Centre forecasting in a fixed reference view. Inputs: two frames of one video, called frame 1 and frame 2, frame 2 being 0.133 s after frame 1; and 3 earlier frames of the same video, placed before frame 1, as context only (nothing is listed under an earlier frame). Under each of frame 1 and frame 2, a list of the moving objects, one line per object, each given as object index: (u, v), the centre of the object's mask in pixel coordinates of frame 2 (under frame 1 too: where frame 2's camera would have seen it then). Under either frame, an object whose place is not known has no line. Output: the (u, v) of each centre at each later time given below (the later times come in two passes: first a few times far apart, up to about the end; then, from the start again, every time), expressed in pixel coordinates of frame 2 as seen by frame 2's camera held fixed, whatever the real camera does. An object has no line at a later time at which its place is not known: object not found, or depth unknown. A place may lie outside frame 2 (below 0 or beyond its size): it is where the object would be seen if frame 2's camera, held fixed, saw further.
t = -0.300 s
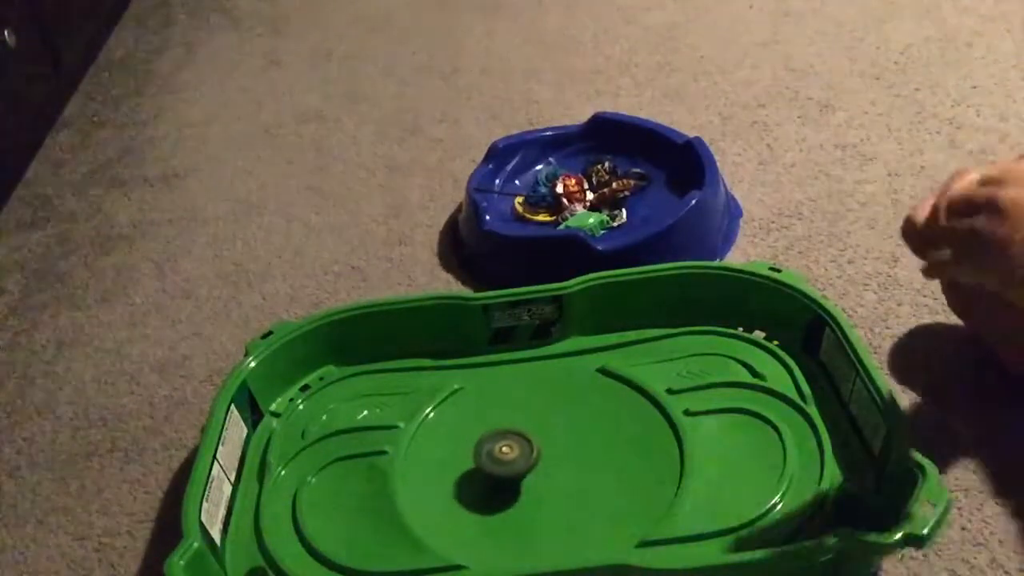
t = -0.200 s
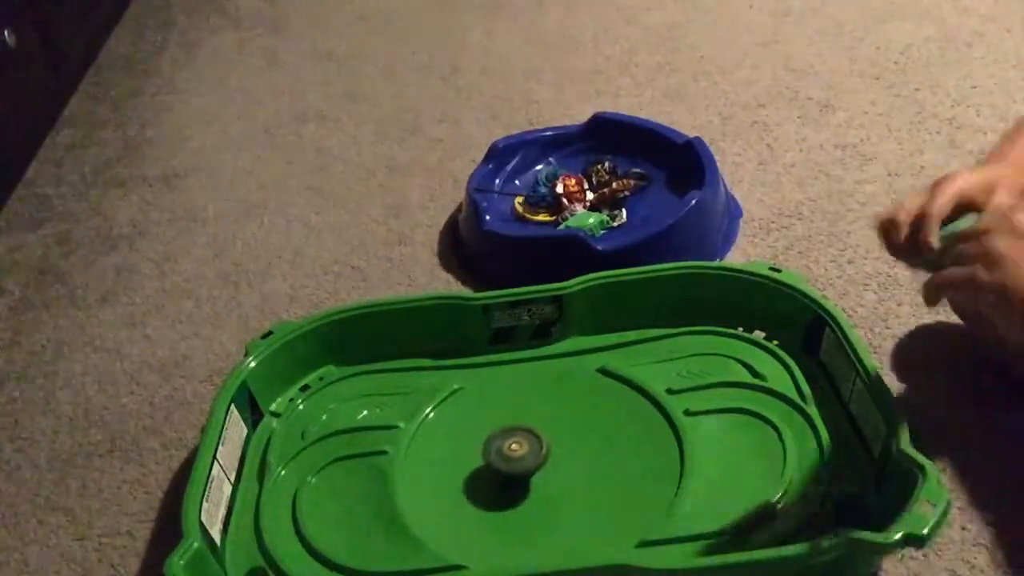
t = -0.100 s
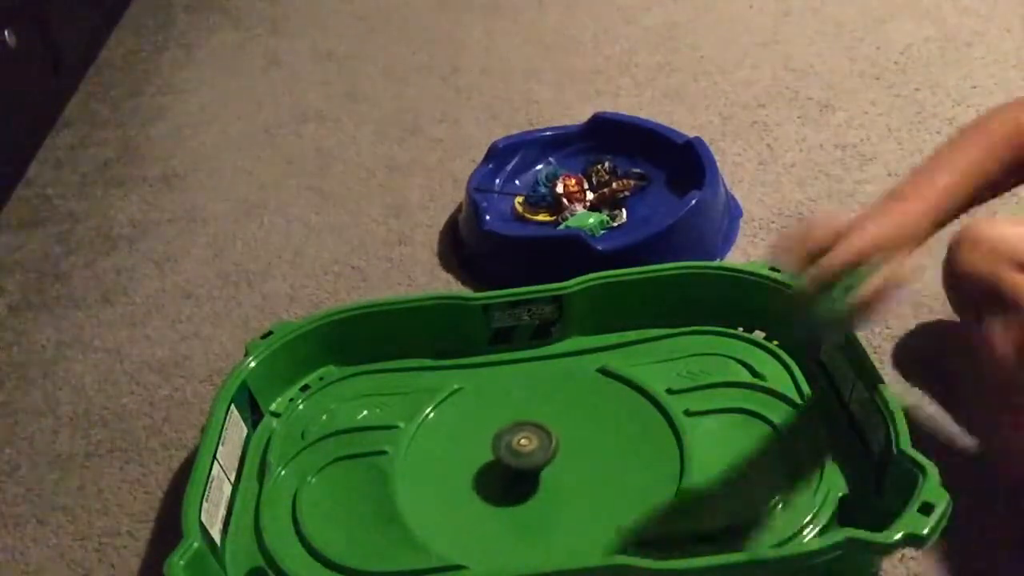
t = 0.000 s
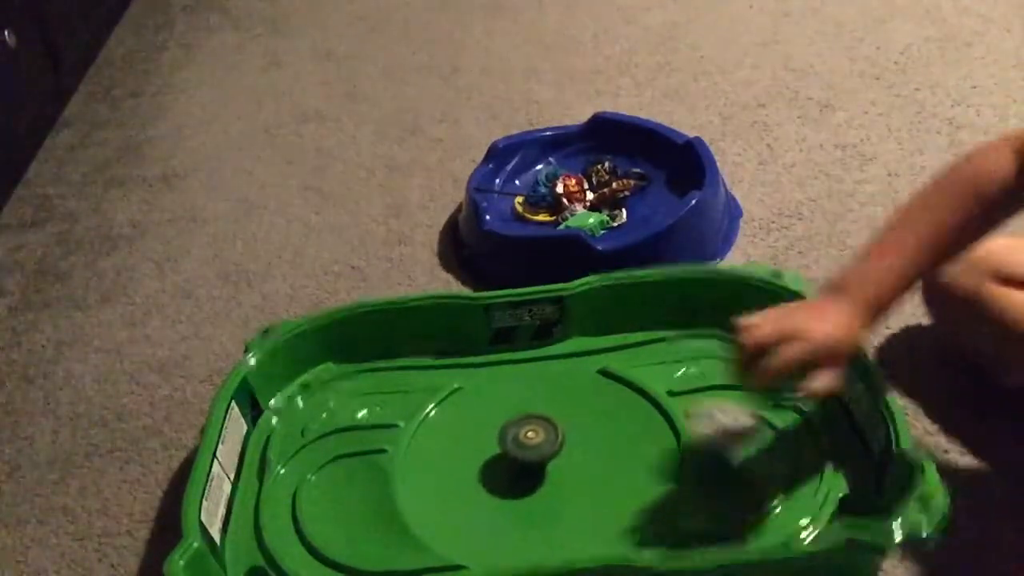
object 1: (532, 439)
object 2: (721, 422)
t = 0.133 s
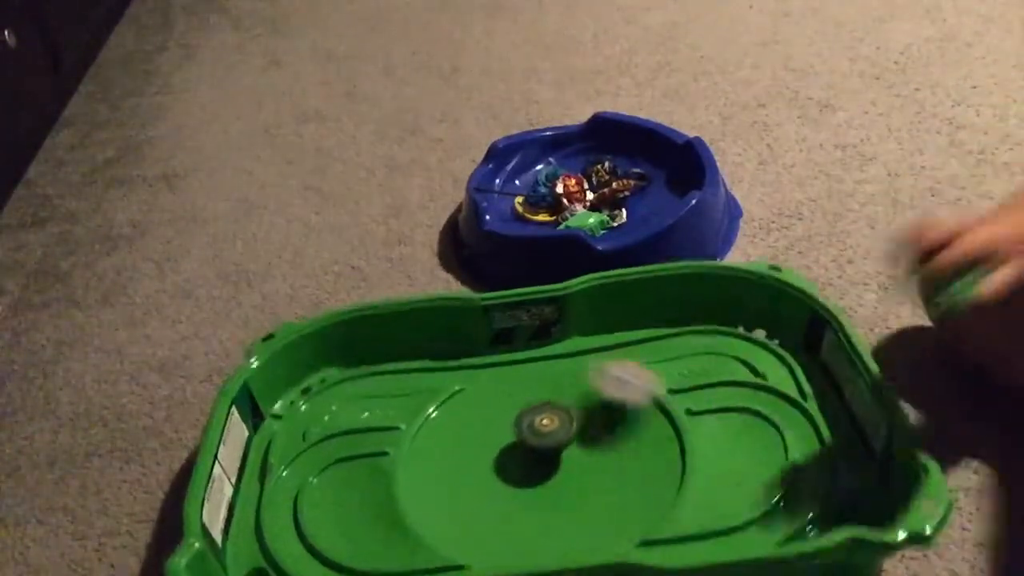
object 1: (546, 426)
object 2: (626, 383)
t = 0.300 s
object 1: (551, 407)
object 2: (448, 340)
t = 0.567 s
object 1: (520, 401)
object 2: (265, 414)
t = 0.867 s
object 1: (519, 444)
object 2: (326, 548)
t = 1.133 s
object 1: (576, 462)
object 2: (634, 512)
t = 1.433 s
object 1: (597, 422)
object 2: (793, 393)
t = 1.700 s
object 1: (536, 419)
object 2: (806, 416)
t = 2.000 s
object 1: (501, 462)
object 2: (695, 379)
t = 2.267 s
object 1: (544, 475)
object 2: (553, 422)
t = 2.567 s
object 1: (597, 487)
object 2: (444, 445)
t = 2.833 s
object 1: (574, 446)
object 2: (516, 485)
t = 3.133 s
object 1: (535, 384)
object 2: (545, 460)
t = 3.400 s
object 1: (471, 386)
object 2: (535, 436)
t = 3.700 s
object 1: (464, 435)
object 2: (579, 450)
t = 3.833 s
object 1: (505, 454)
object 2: (590, 440)
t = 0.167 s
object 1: (550, 421)
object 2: (593, 372)
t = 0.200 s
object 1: (551, 417)
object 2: (560, 359)
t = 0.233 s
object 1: (553, 414)
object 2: (521, 344)
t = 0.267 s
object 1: (552, 410)
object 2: (486, 338)
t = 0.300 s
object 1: (551, 407)
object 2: (448, 340)
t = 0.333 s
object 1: (548, 404)
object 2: (411, 341)
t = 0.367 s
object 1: (544, 401)
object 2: (379, 342)
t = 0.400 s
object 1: (538, 399)
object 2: (346, 348)
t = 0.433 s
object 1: (534, 399)
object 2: (319, 358)
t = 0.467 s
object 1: (530, 398)
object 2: (294, 375)
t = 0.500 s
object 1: (526, 399)
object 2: (278, 391)
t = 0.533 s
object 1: (523, 400)
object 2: (269, 405)
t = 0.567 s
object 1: (520, 401)
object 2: (265, 414)
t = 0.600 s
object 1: (517, 403)
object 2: (264, 426)
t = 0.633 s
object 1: (513, 406)
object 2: (265, 436)
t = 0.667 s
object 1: (510, 410)
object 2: (269, 452)
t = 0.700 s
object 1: (508, 417)
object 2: (275, 470)
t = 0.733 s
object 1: (507, 423)
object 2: (276, 490)
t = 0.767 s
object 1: (507, 429)
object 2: (277, 510)
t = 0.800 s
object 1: (510, 435)
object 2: (285, 525)
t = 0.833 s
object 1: (514, 440)
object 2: (303, 539)
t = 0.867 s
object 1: (519, 444)
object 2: (326, 548)
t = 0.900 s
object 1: (524, 450)
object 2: (358, 553)
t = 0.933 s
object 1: (529, 454)
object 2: (388, 553)
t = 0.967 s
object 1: (537, 457)
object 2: (432, 552)
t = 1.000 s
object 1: (545, 459)
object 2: (472, 549)
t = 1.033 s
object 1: (553, 461)
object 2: (507, 544)
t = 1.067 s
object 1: (560, 462)
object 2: (548, 538)
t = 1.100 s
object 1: (568, 462)
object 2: (597, 529)
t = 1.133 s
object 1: (576, 462)
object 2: (634, 512)
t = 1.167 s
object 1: (583, 459)
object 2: (661, 483)
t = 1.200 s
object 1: (590, 456)
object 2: (683, 453)
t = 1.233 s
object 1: (596, 451)
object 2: (698, 427)
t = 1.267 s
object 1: (600, 446)
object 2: (716, 401)
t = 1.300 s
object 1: (601, 441)
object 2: (738, 380)
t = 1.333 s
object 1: (602, 436)
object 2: (759, 373)
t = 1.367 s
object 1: (602, 431)
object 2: (779, 374)
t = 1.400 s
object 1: (600, 425)
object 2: (786, 381)
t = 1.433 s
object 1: (597, 422)
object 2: (793, 393)
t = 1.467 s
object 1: (591, 418)
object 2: (803, 397)
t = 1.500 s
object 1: (584, 415)
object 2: (806, 402)
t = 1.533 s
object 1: (576, 414)
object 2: (805, 409)
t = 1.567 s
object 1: (568, 413)
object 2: (807, 413)
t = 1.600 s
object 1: (560, 413)
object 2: (807, 417)
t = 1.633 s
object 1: (552, 414)
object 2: (808, 418)
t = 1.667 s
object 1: (544, 416)
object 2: (808, 418)
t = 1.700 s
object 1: (536, 419)
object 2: (806, 416)
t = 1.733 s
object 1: (528, 423)
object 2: (805, 412)
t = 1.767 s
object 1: (521, 427)
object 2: (803, 407)
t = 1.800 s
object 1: (515, 431)
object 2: (799, 401)
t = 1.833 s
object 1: (510, 436)
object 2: (789, 394)
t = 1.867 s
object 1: (506, 441)
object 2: (778, 386)
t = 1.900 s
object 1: (503, 446)
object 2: (762, 379)
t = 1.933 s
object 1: (501, 452)
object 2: (743, 374)
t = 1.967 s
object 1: (500, 457)
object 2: (716, 375)
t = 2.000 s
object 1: (501, 462)
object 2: (695, 379)
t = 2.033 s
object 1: (503, 468)
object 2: (677, 384)
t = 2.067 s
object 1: (507, 472)
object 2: (660, 392)
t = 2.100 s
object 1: (511, 475)
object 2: (642, 403)
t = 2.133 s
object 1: (517, 477)
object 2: (622, 410)
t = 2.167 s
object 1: (525, 478)
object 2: (602, 412)
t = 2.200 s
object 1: (532, 478)
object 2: (585, 414)
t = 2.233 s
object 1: (539, 477)
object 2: (569, 417)
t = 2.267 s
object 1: (544, 475)
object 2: (553, 422)
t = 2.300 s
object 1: (549, 478)
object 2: (539, 422)
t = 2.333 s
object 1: (553, 485)
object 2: (526, 418)
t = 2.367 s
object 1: (558, 489)
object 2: (512, 416)
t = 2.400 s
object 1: (564, 492)
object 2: (497, 415)
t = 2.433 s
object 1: (572, 493)
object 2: (483, 419)
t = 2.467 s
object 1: (579, 494)
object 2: (470, 423)
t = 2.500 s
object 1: (586, 493)
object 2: (459, 429)
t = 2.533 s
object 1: (592, 490)
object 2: (450, 436)
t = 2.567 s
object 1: (597, 487)
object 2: (444, 445)
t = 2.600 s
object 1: (601, 483)
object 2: (442, 454)
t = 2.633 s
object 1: (602, 477)
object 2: (444, 463)
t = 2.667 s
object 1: (602, 471)
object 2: (449, 471)
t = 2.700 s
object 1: (599, 466)
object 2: (458, 478)
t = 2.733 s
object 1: (593, 460)
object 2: (470, 484)
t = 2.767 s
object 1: (589, 455)
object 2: (483, 487)
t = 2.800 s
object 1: (582, 450)
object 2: (499, 487)
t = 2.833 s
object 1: (574, 446)
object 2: (516, 485)
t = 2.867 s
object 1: (572, 438)
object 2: (522, 484)
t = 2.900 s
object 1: (572, 429)
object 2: (526, 485)
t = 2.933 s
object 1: (569, 421)
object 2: (531, 484)
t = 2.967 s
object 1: (566, 413)
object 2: (535, 482)
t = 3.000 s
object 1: (561, 405)
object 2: (539, 479)
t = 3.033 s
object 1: (555, 398)
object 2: (542, 474)
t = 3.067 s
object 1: (549, 393)
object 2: (543, 470)
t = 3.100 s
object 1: (542, 388)
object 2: (545, 465)
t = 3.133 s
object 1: (535, 384)
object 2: (545, 460)
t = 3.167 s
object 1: (527, 382)
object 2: (544, 454)
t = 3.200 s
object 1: (520, 380)
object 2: (543, 448)
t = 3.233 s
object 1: (511, 380)
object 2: (540, 443)
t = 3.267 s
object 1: (502, 381)
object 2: (537, 437)
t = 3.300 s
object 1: (494, 384)
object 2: (533, 433)
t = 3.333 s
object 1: (488, 387)
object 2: (528, 429)
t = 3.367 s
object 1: (478, 386)
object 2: (532, 432)
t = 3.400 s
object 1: (471, 386)
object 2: (535, 436)
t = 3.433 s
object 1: (463, 387)
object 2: (539, 439)
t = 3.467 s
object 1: (457, 390)
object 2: (542, 443)
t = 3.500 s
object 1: (452, 394)
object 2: (547, 446)
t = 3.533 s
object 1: (448, 399)
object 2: (552, 448)
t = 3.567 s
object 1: (447, 407)
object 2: (558, 450)
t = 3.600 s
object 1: (448, 414)
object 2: (563, 450)
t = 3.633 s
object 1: (452, 422)
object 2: (568, 451)
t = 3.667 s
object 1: (458, 428)
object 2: (574, 451)
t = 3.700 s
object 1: (464, 435)
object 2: (579, 450)
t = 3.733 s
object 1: (473, 440)
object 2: (582, 448)
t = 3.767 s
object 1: (482, 446)
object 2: (587, 446)
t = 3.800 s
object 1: (493, 450)
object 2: (589, 443)
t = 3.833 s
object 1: (505, 454)
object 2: (590, 440)
